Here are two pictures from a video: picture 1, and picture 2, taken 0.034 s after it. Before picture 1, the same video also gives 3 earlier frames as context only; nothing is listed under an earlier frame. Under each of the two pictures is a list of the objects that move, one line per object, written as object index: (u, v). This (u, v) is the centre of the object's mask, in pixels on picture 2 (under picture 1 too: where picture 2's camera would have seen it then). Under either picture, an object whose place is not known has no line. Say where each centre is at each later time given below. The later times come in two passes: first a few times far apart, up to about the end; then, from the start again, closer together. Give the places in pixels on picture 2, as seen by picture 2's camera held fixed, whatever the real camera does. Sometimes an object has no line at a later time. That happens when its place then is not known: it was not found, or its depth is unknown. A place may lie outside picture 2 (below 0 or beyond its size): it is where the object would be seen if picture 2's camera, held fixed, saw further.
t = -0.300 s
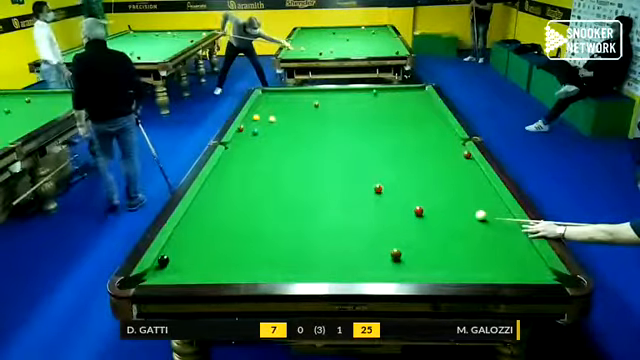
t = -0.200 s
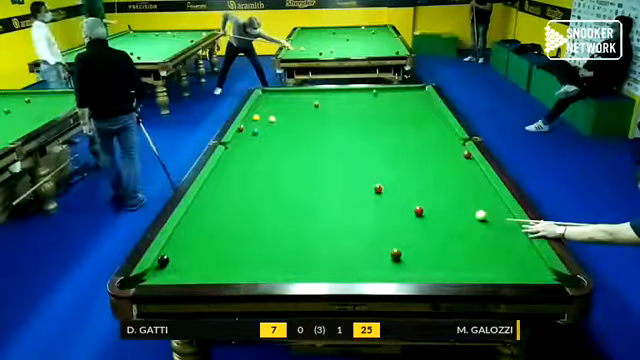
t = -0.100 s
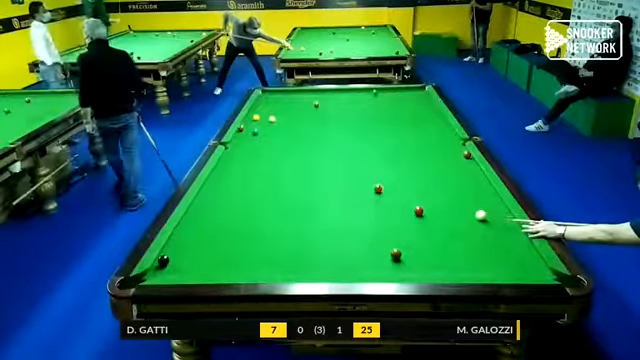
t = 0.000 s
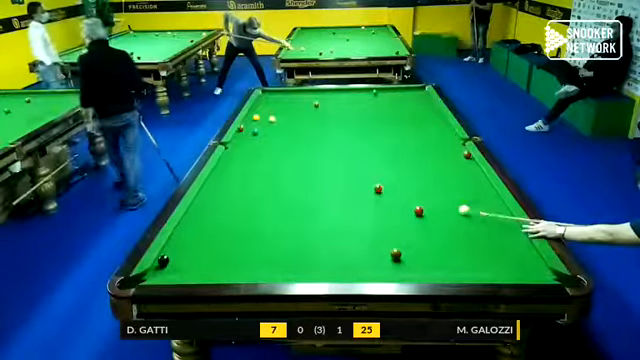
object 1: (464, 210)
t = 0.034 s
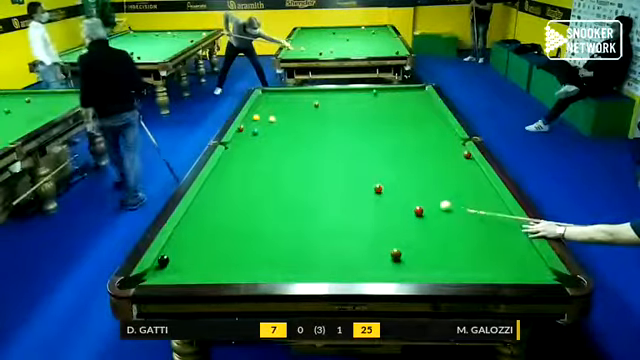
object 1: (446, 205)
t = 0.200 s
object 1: (384, 191)
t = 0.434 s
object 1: (373, 191)
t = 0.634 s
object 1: (363, 191)
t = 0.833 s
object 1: (356, 190)
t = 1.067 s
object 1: (346, 190)
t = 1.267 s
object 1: (340, 190)
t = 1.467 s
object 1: (334, 189)
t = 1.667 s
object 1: (329, 189)
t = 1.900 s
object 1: (323, 189)
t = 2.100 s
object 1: (320, 189)
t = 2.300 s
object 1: (317, 189)
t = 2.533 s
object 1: (314, 188)
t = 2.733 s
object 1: (311, 188)
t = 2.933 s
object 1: (310, 188)
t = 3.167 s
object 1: (309, 188)
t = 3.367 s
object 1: (309, 188)
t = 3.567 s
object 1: (309, 188)
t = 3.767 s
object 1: (309, 188)
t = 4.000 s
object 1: (309, 188)
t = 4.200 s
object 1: (309, 188)
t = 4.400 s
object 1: (309, 188)
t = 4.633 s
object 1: (309, 188)
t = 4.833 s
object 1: (309, 188)
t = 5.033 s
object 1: (309, 188)
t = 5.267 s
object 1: (309, 188)
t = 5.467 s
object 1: (309, 188)
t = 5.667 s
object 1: (309, 188)
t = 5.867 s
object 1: (309, 188)
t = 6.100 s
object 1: (309, 188)
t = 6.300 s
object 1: (309, 188)
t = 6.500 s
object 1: (309, 188)
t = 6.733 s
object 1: (309, 188)
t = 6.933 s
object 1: (309, 188)
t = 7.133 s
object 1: (309, 188)
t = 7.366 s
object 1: (309, 188)
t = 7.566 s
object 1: (309, 188)
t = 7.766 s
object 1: (309, 188)
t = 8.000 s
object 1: (309, 188)
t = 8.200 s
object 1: (309, 188)
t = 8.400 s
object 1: (309, 188)
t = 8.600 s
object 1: (309, 188)
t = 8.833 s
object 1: (309, 188)
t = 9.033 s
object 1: (309, 188)
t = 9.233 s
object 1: (309, 188)
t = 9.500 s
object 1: (309, 188)
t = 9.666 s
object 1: (309, 188)
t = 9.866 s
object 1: (309, 188)
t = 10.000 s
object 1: (309, 188)
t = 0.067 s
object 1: (426, 200)
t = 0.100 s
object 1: (409, 196)
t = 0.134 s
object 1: (393, 192)
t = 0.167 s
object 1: (385, 191)
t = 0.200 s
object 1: (384, 191)
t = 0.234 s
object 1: (383, 191)
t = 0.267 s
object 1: (381, 191)
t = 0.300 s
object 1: (378, 191)
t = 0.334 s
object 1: (378, 191)
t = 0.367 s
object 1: (375, 191)
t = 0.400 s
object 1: (374, 191)
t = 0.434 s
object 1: (373, 191)
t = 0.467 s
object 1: (370, 191)
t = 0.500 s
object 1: (369, 191)
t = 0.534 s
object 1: (368, 191)
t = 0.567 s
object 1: (365, 191)
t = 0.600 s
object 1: (365, 191)
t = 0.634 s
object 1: (363, 191)
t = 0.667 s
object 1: (362, 191)
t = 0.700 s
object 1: (360, 191)
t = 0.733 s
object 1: (359, 190)
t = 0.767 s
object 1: (358, 190)
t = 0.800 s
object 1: (357, 190)
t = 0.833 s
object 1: (356, 190)
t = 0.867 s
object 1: (354, 190)
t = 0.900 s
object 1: (352, 190)
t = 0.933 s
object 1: (351, 190)
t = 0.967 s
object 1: (350, 190)
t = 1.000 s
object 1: (349, 190)
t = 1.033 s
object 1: (347, 190)
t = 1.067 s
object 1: (346, 190)
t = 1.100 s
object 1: (345, 190)
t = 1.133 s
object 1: (345, 190)
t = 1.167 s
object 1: (343, 190)
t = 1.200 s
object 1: (342, 190)
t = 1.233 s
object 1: (341, 190)
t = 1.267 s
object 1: (340, 190)
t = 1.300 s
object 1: (339, 190)
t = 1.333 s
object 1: (338, 190)
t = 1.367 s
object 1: (337, 190)
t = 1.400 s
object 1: (336, 189)
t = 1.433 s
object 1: (335, 190)
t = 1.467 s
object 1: (334, 189)
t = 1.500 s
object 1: (333, 189)
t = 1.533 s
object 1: (332, 189)
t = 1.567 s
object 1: (331, 189)
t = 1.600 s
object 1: (331, 189)
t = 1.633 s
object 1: (329, 189)
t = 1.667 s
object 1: (329, 189)
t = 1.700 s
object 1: (328, 189)
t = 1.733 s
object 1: (327, 189)
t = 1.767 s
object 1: (326, 189)
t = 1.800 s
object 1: (325, 189)
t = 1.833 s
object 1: (325, 189)
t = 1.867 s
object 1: (324, 189)
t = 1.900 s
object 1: (323, 189)
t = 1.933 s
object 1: (323, 189)
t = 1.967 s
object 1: (322, 189)
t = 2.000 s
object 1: (322, 189)
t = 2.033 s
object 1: (321, 189)
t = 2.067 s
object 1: (320, 189)
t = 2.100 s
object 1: (320, 189)
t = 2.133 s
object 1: (319, 189)
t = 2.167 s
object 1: (319, 188)
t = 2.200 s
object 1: (318, 189)
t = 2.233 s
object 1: (318, 189)
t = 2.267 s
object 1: (317, 189)
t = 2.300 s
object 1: (317, 189)
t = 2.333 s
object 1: (315, 188)
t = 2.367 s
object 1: (315, 188)
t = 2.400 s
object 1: (315, 188)
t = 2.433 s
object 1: (315, 188)
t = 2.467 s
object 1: (314, 188)
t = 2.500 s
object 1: (314, 188)
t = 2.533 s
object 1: (314, 188)
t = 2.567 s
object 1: (313, 188)
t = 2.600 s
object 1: (313, 188)
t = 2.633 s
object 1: (312, 188)
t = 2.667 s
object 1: (312, 188)
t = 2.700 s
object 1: (312, 188)
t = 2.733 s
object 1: (311, 188)
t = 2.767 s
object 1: (311, 188)
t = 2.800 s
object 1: (311, 188)
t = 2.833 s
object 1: (310, 188)
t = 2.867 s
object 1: (310, 188)
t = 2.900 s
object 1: (310, 188)
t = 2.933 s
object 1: (310, 188)
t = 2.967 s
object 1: (310, 188)
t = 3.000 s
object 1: (310, 188)
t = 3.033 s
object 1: (310, 188)
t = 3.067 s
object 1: (310, 188)
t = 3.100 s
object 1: (310, 188)
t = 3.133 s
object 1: (309, 188)
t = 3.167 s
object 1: (309, 188)
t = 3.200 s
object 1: (309, 188)
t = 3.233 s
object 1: (309, 188)
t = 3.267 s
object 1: (309, 188)
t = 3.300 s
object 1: (309, 188)
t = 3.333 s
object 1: (309, 188)
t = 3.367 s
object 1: (309, 188)
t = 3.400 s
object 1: (309, 188)
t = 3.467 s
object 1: (309, 188)
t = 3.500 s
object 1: (309, 188)
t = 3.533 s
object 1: (309, 188)
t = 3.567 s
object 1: (309, 188)
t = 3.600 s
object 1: (309, 188)
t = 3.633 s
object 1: (309, 188)
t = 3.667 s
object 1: (309, 188)
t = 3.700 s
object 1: (309, 188)
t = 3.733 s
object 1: (309, 188)
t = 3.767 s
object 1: (309, 188)
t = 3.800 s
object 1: (309, 188)
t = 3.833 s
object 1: (309, 188)
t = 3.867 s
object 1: (309, 188)
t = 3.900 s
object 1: (309, 188)
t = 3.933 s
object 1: (309, 188)
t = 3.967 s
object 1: (309, 188)
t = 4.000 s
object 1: (309, 188)
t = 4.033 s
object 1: (309, 188)
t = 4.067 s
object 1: (309, 188)
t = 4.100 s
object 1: (309, 188)
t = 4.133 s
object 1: (309, 188)
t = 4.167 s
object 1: (309, 188)
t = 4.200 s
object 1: (309, 188)
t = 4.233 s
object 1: (309, 188)
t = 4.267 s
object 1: (309, 188)
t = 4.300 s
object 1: (309, 188)
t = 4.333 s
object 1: (309, 188)
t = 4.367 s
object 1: (309, 188)
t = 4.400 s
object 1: (309, 188)
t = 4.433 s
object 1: (309, 188)
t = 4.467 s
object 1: (309, 188)
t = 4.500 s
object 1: (309, 188)
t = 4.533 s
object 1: (309, 188)
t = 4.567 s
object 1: (309, 188)
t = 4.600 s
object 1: (309, 188)
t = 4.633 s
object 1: (309, 188)
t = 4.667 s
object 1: (309, 188)
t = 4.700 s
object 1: (309, 188)
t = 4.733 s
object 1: (309, 188)
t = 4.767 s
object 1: (309, 188)
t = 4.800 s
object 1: (309, 188)
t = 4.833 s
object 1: (309, 188)
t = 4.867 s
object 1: (309, 188)
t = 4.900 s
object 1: (309, 188)
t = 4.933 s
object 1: (309, 188)
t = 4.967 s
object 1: (309, 188)
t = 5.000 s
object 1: (309, 188)
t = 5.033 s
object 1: (309, 188)
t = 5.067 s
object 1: (309, 188)
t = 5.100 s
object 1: (309, 188)
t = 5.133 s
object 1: (309, 188)
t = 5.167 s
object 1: (309, 188)
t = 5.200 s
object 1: (309, 188)
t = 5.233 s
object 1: (309, 188)
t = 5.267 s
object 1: (309, 188)
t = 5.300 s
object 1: (309, 188)
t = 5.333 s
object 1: (309, 188)
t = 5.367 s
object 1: (309, 188)
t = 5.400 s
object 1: (309, 188)
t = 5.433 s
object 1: (309, 189)
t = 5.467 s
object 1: (309, 188)
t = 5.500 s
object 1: (308, 186)
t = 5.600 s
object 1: (309, 187)
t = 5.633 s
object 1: (309, 188)
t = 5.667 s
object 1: (309, 188)
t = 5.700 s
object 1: (309, 188)
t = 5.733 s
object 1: (309, 188)
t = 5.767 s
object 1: (309, 188)
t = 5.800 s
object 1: (309, 188)
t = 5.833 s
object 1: (309, 188)
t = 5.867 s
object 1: (309, 188)
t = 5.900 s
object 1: (309, 188)
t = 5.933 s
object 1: (309, 188)
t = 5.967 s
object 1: (309, 188)
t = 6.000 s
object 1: (309, 188)
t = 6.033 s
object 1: (309, 188)
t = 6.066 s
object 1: (309, 188)
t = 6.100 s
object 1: (309, 188)
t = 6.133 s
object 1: (309, 188)
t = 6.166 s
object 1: (309, 188)
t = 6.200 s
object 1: (309, 188)
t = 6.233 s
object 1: (309, 188)
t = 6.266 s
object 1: (309, 188)
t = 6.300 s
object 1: (309, 188)
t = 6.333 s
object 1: (309, 188)
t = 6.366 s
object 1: (309, 188)
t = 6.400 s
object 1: (309, 188)
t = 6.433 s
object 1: (309, 188)
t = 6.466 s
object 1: (309, 188)
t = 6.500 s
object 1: (309, 188)
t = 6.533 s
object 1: (309, 188)
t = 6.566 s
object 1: (309, 188)
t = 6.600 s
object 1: (309, 188)
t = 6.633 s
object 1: (309, 188)
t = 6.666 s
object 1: (309, 188)
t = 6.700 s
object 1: (309, 188)
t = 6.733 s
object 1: (309, 188)
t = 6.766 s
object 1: (309, 188)
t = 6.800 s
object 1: (309, 188)
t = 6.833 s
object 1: (309, 188)
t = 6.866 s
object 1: (309, 188)
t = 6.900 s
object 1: (309, 188)
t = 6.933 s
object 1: (309, 188)
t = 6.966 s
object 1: (309, 188)
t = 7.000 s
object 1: (309, 188)
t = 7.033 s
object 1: (309, 188)
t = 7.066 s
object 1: (309, 188)
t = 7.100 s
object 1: (309, 188)
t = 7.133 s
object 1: (309, 188)
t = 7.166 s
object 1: (309, 188)
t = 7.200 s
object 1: (309, 188)
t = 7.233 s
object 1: (309, 188)
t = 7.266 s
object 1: (309, 188)
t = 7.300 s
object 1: (309, 188)
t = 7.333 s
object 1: (309, 188)
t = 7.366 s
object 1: (309, 188)
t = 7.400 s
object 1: (309, 188)
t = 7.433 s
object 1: (309, 188)
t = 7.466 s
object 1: (309, 188)
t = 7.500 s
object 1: (309, 188)
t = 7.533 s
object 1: (309, 188)
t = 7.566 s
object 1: (309, 188)
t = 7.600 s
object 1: (309, 188)
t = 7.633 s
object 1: (309, 188)
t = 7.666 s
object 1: (309, 188)
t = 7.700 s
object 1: (309, 188)
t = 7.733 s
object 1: (309, 188)
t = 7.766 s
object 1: (309, 188)
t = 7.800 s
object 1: (309, 188)
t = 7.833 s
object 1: (309, 188)
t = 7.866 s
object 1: (309, 188)
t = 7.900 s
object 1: (309, 188)
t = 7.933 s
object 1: (309, 188)
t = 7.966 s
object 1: (309, 188)
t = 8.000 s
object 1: (309, 188)
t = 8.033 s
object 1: (309, 188)
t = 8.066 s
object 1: (309, 188)
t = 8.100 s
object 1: (309, 188)
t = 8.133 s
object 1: (309, 188)
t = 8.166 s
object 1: (309, 188)
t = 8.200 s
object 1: (309, 188)
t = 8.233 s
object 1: (309, 188)
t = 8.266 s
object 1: (309, 188)
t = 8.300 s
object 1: (309, 188)
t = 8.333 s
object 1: (309, 188)
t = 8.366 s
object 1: (309, 188)
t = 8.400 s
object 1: (309, 188)
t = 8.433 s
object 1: (309, 188)
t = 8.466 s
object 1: (309, 188)
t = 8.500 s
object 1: (309, 188)
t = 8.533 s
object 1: (309, 188)
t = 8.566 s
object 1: (309, 188)
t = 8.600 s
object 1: (309, 188)
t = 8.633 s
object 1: (309, 188)
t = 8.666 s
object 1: (309, 188)
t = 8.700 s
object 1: (309, 188)
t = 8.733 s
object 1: (309, 188)
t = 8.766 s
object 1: (309, 188)
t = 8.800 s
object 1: (309, 188)
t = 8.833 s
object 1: (309, 188)
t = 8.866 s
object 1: (309, 188)
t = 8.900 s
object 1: (309, 188)
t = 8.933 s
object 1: (309, 188)
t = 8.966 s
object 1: (309, 188)
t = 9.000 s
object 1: (309, 188)
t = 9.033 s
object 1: (309, 188)
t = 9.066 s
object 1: (309, 188)
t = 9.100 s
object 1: (309, 188)
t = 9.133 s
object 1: (309, 188)
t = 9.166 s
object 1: (309, 188)
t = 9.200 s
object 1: (309, 188)
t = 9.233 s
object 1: (309, 188)
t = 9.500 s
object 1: (309, 188)
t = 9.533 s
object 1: (309, 188)
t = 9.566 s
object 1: (309, 188)
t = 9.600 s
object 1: (309, 188)
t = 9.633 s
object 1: (309, 188)
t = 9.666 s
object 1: (309, 188)
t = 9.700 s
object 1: (309, 188)
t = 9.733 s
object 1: (309, 188)
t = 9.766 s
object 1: (309, 188)
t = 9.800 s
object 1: (309, 188)
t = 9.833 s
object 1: (309, 188)
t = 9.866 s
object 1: (309, 188)
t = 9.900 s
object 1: (309, 188)
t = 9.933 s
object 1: (309, 188)
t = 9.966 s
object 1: (309, 188)
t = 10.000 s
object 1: (309, 188)
